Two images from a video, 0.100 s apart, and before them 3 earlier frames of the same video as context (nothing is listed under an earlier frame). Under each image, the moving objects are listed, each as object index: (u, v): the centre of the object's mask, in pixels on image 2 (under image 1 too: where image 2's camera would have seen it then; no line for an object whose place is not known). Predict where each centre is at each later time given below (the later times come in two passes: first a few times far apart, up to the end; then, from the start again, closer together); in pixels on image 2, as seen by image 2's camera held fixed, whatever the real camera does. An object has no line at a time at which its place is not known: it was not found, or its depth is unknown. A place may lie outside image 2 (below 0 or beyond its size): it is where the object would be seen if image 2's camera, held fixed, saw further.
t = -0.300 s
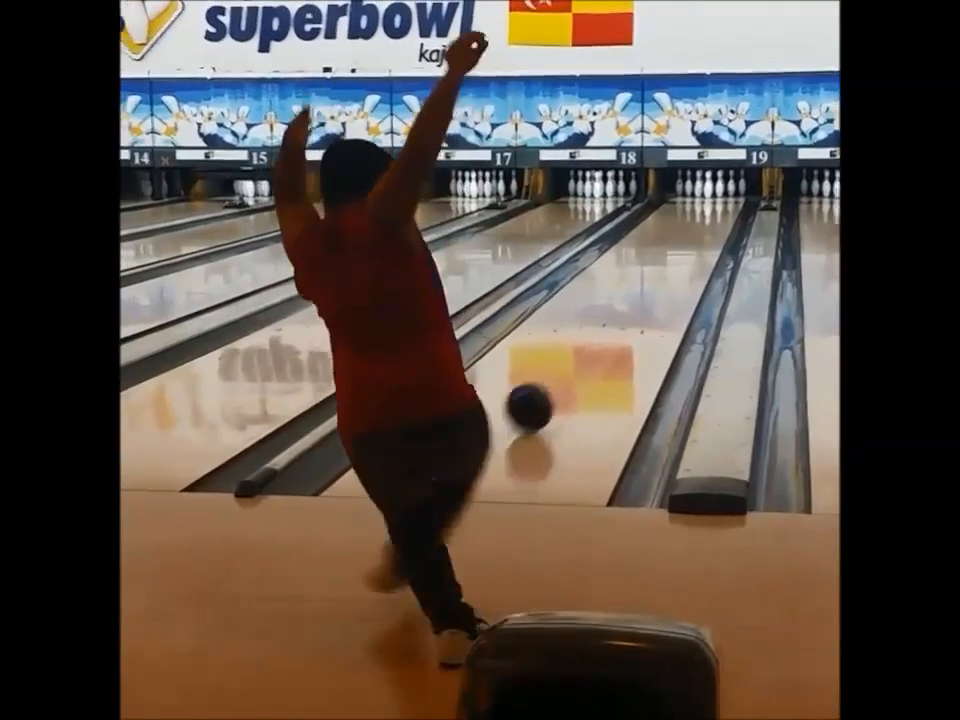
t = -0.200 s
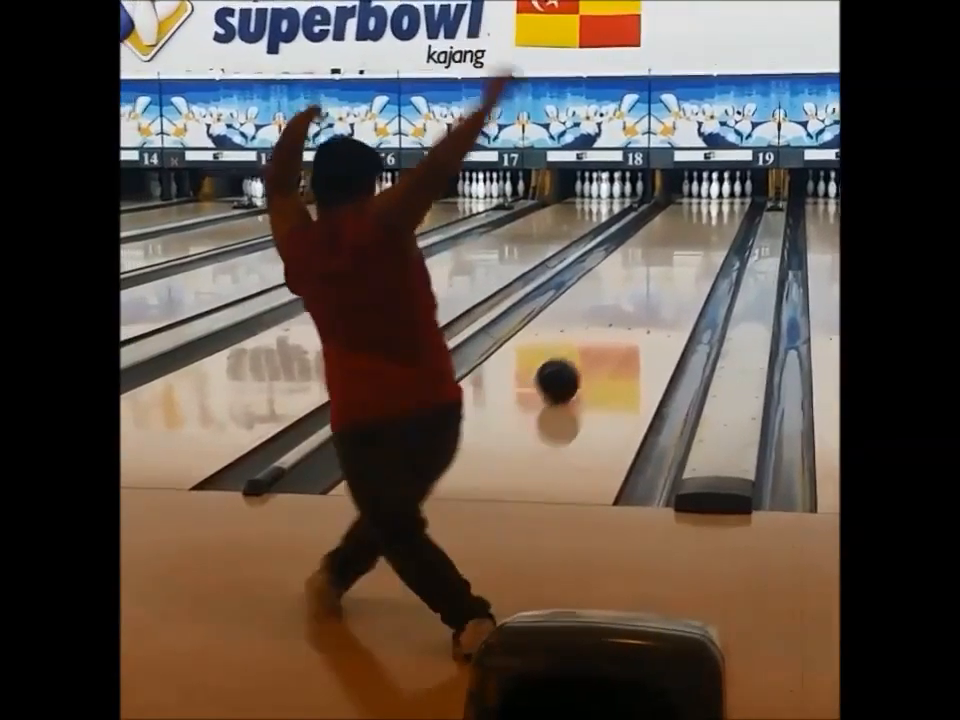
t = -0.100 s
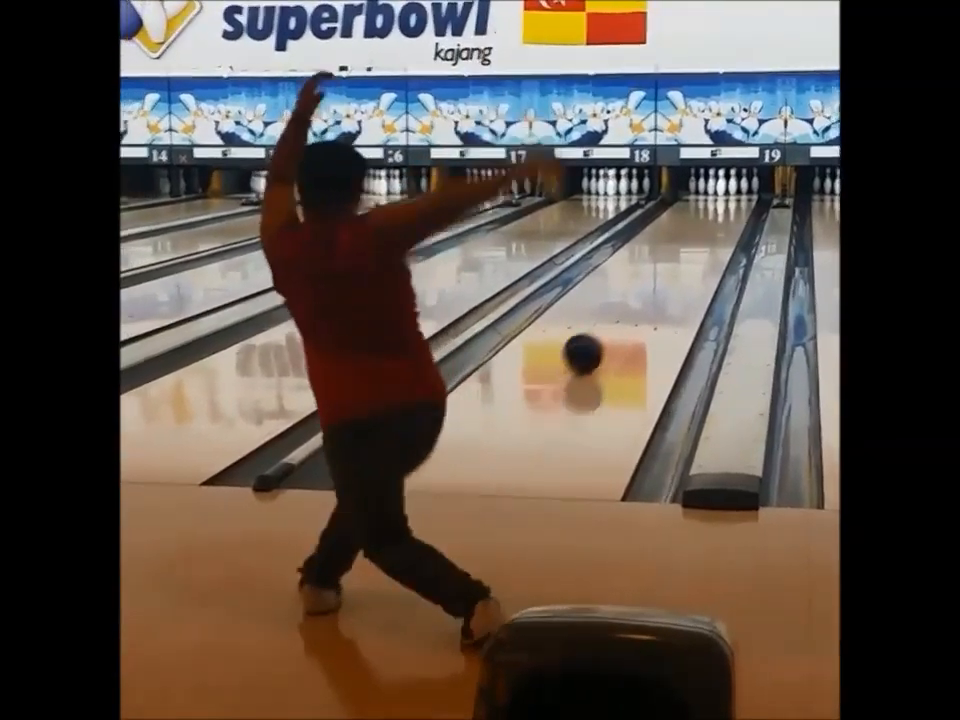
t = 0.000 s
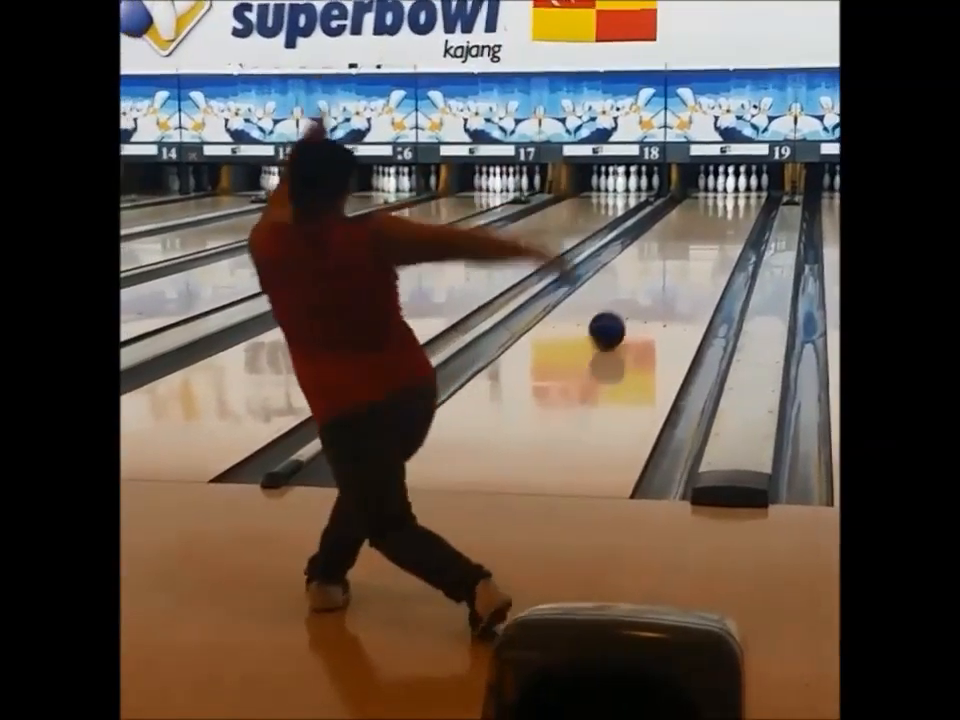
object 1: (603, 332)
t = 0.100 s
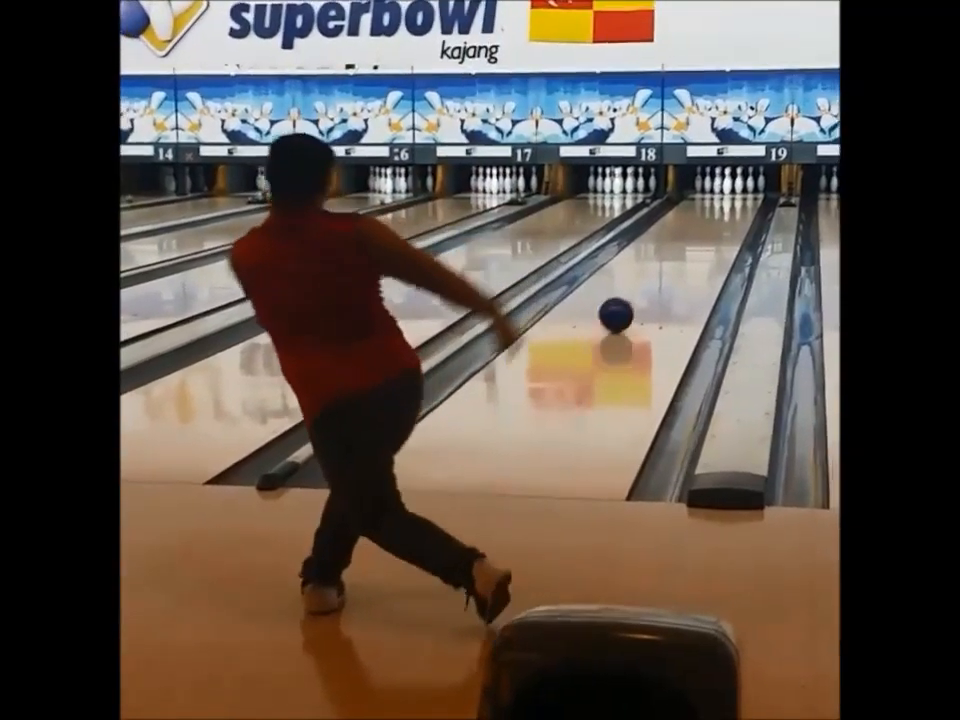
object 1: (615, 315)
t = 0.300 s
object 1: (636, 288)
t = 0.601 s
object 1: (660, 257)
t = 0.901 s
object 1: (677, 236)
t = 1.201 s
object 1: (690, 220)
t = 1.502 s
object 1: (702, 207)
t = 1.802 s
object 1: (713, 198)
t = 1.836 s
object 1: (714, 197)
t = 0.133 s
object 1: (620, 310)
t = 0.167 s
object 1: (624, 305)
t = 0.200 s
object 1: (628, 300)
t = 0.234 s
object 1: (630, 296)
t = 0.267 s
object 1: (633, 292)
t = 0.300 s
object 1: (636, 288)
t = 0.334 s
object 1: (639, 284)
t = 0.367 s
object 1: (642, 280)
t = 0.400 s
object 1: (645, 276)
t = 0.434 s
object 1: (647, 272)
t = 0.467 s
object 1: (650, 269)
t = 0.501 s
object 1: (653, 266)
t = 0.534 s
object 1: (655, 263)
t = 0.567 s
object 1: (658, 259)
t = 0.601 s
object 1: (660, 257)
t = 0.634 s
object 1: (662, 255)
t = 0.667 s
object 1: (664, 252)
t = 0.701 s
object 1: (666, 250)
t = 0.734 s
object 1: (668, 247)
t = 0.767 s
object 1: (670, 244)
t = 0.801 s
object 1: (672, 242)
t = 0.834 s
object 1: (674, 240)
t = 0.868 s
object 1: (675, 238)
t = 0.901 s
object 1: (677, 236)
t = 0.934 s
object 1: (679, 234)
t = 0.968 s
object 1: (680, 232)
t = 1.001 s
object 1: (682, 230)
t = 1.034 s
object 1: (683, 228)
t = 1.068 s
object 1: (685, 227)
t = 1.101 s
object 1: (686, 225)
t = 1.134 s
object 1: (688, 223)
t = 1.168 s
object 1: (689, 221)
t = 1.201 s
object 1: (690, 220)
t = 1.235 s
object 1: (691, 218)
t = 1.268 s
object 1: (693, 217)
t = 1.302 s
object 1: (694, 215)
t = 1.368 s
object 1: (697, 212)
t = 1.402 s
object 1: (698, 211)
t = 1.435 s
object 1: (700, 210)
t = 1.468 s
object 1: (701, 209)
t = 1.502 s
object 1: (702, 207)
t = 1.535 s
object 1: (703, 206)
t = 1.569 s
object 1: (704, 205)
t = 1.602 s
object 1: (706, 203)
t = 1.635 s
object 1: (707, 203)
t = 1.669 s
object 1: (708, 202)
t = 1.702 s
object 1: (710, 201)
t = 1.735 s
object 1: (710, 199)
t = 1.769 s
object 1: (712, 199)
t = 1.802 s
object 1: (713, 198)
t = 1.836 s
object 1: (714, 197)
